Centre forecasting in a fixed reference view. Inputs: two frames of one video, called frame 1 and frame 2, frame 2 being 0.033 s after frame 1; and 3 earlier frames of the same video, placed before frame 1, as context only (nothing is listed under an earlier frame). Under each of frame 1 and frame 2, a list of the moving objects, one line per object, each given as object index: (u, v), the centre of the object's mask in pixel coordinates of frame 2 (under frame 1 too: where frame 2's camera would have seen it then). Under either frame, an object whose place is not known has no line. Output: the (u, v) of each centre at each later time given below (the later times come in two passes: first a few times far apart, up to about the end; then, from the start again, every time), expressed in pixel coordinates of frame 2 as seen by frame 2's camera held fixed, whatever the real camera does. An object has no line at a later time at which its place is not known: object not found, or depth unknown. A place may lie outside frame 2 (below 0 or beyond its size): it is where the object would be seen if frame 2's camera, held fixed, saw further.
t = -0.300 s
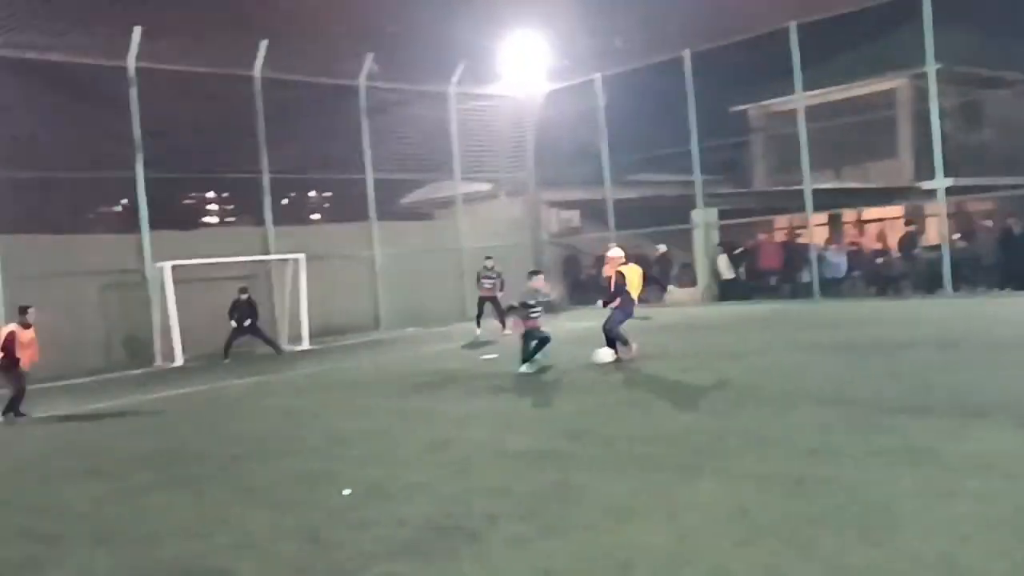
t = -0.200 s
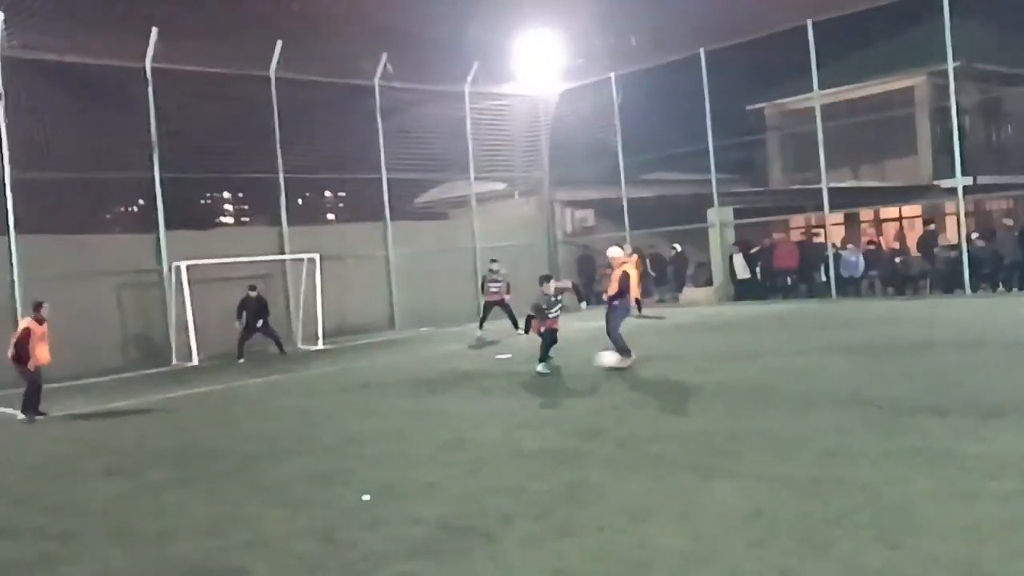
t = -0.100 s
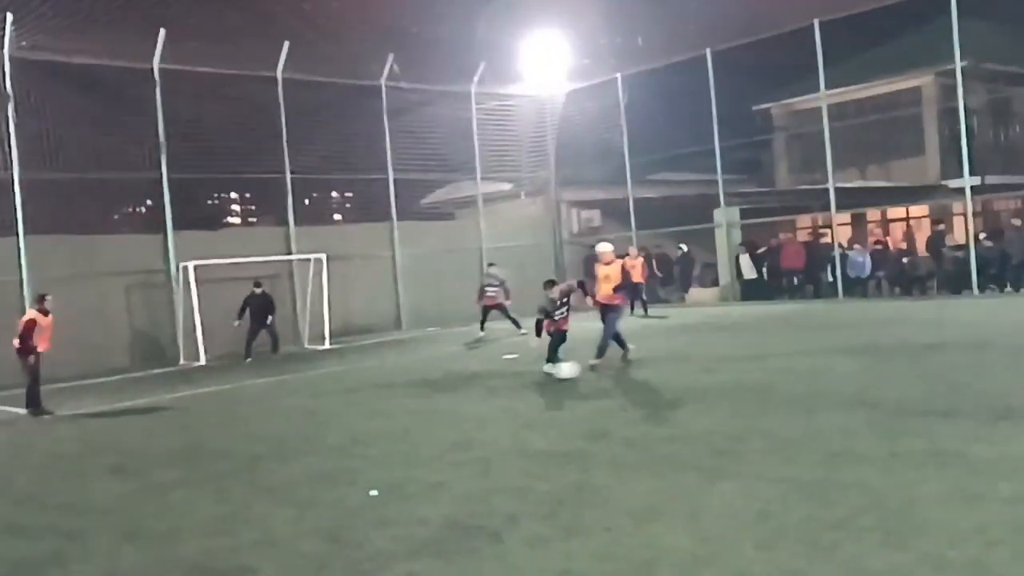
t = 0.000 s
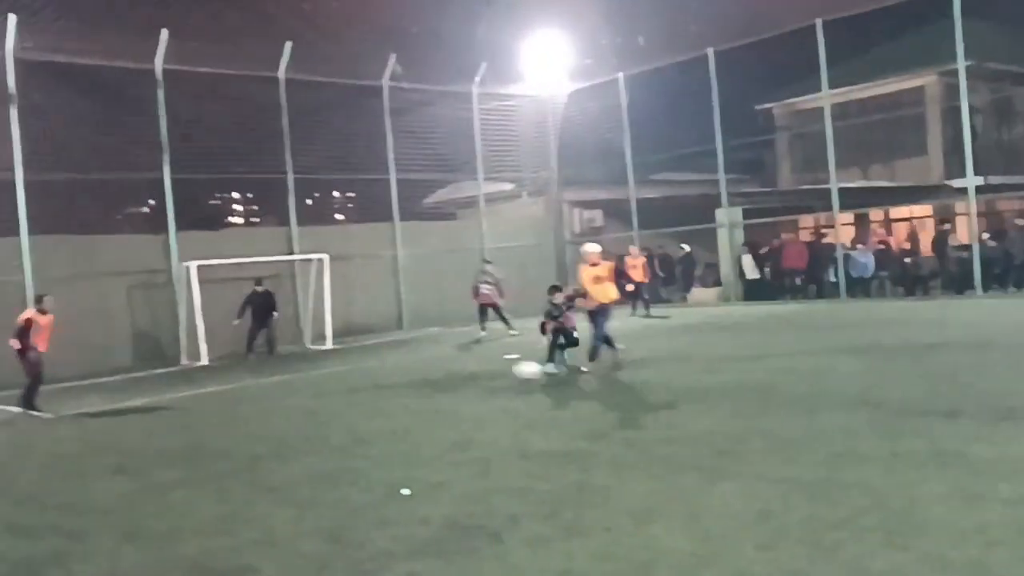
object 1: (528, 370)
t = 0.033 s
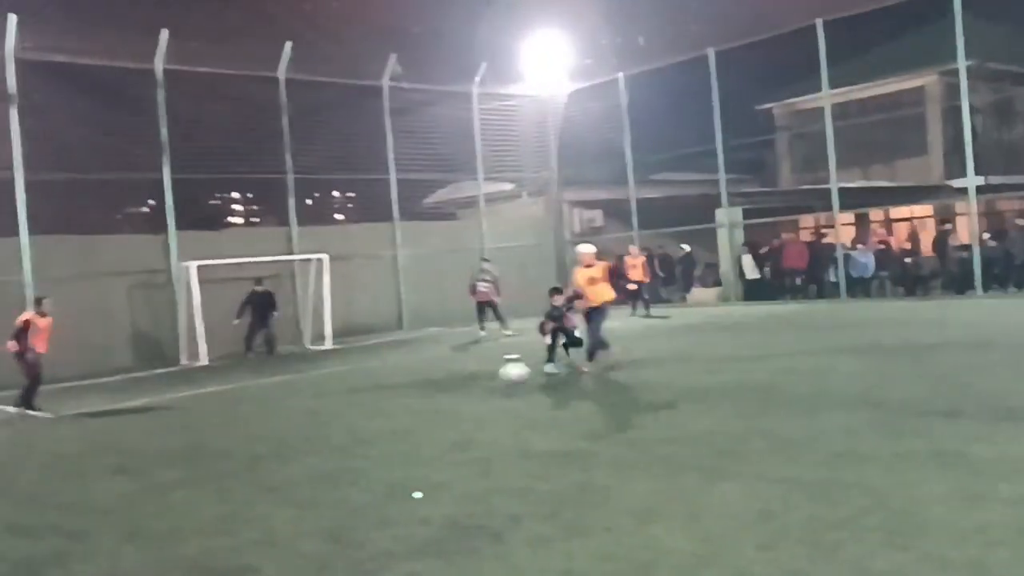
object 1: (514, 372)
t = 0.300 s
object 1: (417, 389)
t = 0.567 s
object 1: (342, 406)
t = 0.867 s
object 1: (262, 419)
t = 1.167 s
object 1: (178, 434)
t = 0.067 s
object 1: (502, 373)
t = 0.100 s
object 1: (489, 377)
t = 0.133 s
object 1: (475, 382)
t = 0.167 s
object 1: (459, 387)
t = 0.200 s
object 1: (449, 387)
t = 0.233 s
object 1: (439, 387)
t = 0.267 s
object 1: (429, 387)
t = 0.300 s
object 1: (417, 389)
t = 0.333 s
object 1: (407, 392)
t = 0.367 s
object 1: (396, 395)
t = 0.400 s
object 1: (387, 398)
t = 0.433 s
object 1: (377, 398)
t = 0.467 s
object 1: (368, 399)
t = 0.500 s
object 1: (360, 400)
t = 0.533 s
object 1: (350, 402)
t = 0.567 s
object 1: (342, 406)
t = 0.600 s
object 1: (335, 407)
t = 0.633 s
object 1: (324, 408)
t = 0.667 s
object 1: (315, 408)
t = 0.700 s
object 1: (306, 410)
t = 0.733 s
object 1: (298, 412)
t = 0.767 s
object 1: (288, 415)
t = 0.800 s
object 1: (280, 416)
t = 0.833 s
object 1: (271, 417)
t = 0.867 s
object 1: (262, 419)
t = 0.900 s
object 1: (252, 422)
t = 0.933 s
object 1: (242, 423)
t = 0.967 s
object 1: (234, 422)
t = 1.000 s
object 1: (224, 425)
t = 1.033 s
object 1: (214, 428)
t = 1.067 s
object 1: (205, 429)
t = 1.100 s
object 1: (196, 430)
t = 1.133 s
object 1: (187, 431)
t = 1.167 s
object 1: (178, 434)
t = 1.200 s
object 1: (167, 435)
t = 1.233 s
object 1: (158, 437)
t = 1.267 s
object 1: (147, 439)
